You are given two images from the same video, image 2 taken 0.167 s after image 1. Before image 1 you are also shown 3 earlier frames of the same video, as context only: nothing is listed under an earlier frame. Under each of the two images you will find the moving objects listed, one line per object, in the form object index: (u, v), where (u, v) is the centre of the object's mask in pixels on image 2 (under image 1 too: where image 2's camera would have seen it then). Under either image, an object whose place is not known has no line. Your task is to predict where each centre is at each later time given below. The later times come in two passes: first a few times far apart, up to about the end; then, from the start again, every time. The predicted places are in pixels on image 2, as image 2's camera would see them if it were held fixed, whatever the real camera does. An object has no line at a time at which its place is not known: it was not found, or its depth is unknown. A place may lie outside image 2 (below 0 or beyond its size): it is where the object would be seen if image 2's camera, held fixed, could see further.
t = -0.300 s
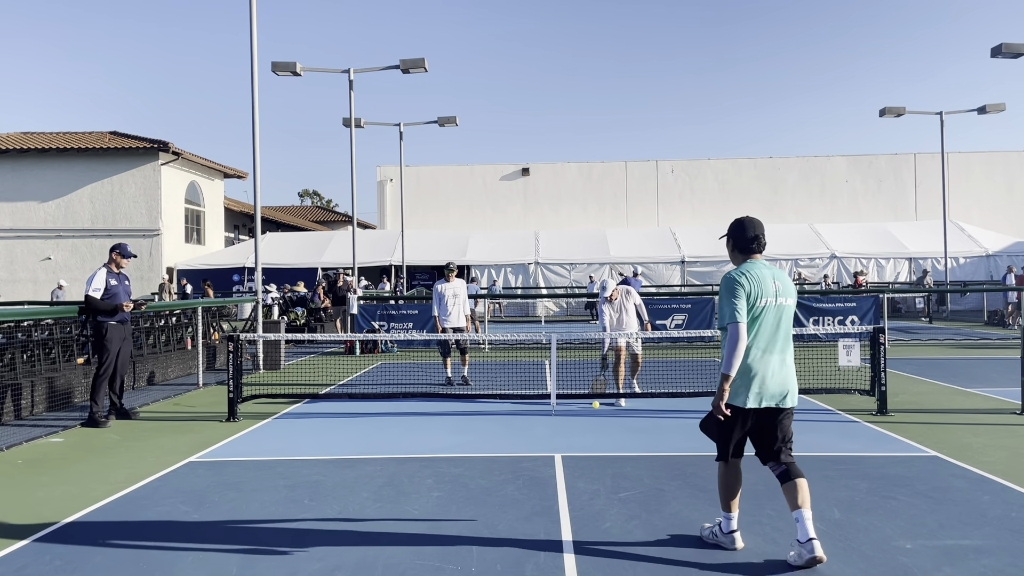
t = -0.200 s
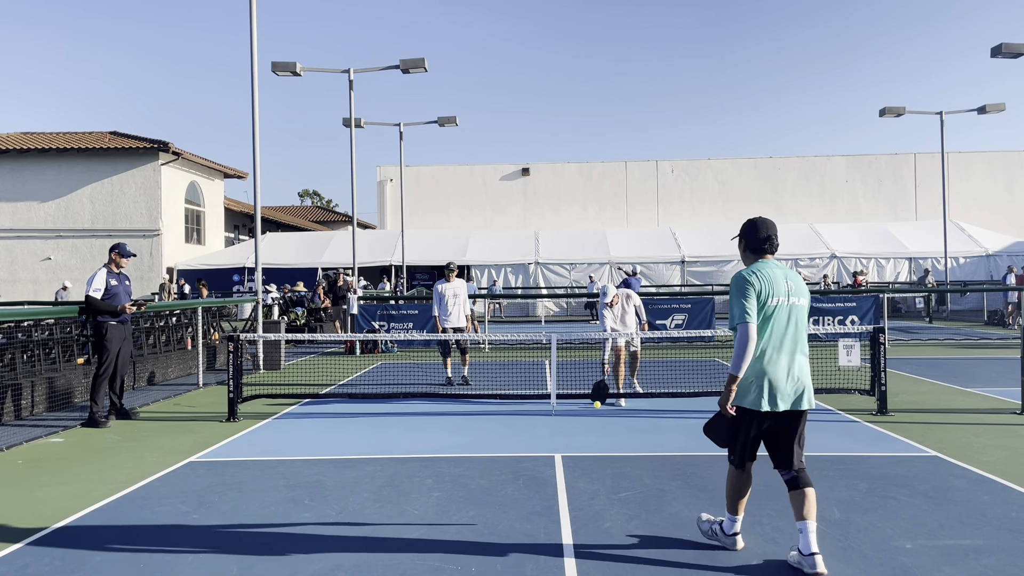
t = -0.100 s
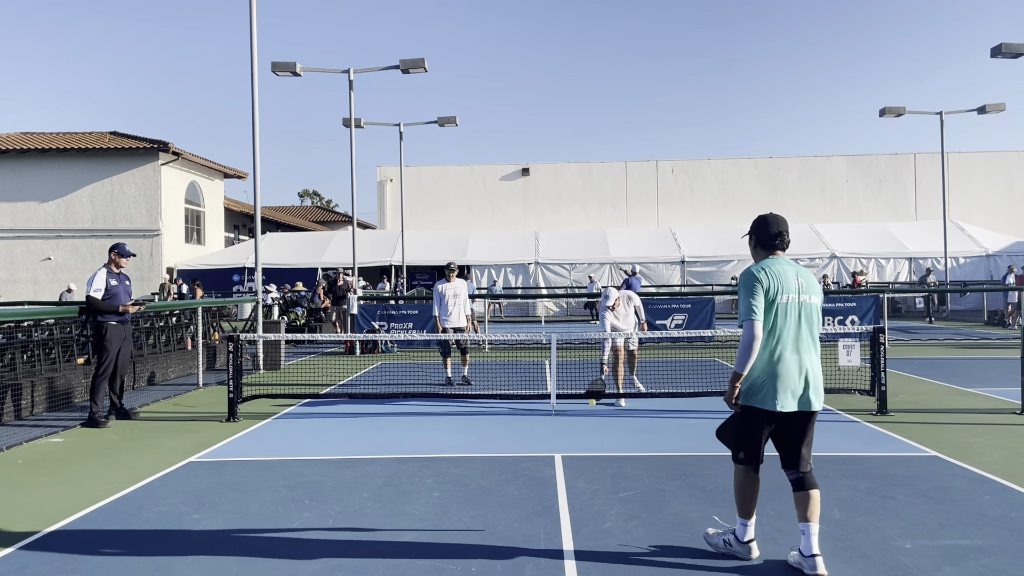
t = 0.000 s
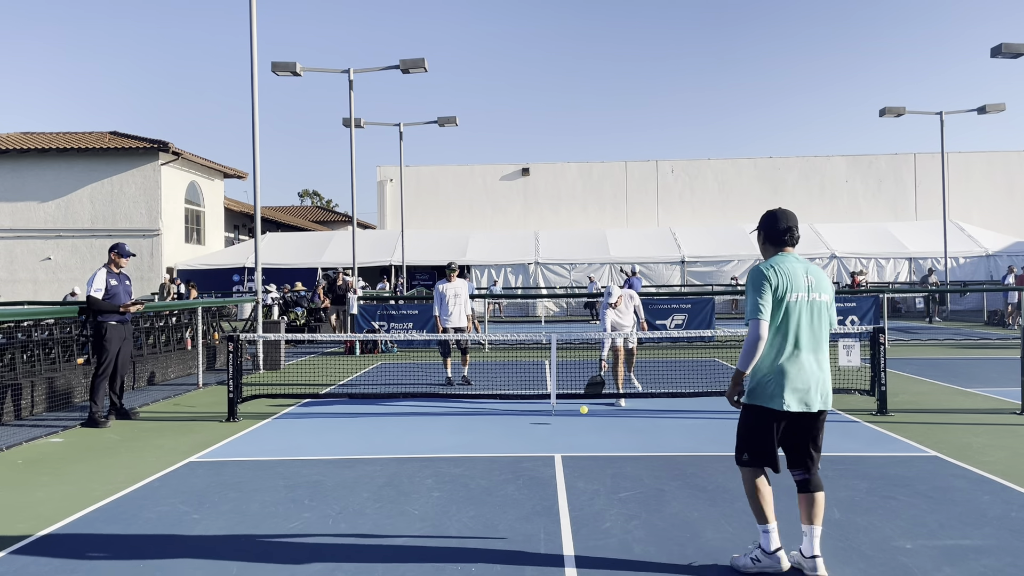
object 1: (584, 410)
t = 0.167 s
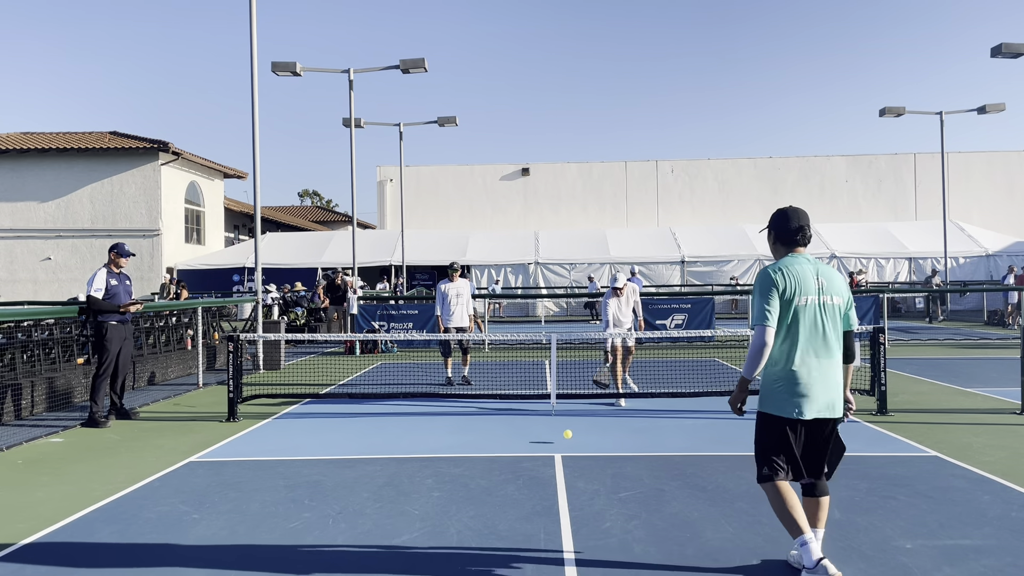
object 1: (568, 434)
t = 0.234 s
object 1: (560, 438)
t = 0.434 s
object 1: (537, 462)
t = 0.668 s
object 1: (508, 489)
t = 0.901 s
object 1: (471, 524)
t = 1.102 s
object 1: (429, 557)
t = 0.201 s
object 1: (564, 435)
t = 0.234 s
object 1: (560, 438)
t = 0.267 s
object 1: (557, 442)
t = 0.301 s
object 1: (553, 447)
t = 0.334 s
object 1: (548, 454)
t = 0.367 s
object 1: (544, 461)
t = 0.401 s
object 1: (540, 461)
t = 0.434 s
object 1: (537, 462)
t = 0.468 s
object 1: (533, 465)
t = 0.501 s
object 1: (529, 470)
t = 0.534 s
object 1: (525, 476)
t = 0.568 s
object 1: (520, 484)
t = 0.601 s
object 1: (516, 486)
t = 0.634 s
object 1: (512, 486)
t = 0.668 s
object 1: (508, 489)
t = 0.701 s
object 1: (503, 493)
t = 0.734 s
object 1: (499, 499)
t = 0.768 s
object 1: (494, 507)
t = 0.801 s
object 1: (488, 509)
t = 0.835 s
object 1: (483, 512)
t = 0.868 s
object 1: (477, 517)
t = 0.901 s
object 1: (471, 524)
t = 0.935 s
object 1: (464, 530)
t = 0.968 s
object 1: (458, 532)
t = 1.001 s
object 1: (451, 537)
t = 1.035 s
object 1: (444, 544)
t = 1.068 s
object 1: (437, 553)
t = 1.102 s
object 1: (429, 557)
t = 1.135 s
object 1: (421, 563)
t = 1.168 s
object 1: (412, 570)
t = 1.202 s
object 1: (403, 572)
